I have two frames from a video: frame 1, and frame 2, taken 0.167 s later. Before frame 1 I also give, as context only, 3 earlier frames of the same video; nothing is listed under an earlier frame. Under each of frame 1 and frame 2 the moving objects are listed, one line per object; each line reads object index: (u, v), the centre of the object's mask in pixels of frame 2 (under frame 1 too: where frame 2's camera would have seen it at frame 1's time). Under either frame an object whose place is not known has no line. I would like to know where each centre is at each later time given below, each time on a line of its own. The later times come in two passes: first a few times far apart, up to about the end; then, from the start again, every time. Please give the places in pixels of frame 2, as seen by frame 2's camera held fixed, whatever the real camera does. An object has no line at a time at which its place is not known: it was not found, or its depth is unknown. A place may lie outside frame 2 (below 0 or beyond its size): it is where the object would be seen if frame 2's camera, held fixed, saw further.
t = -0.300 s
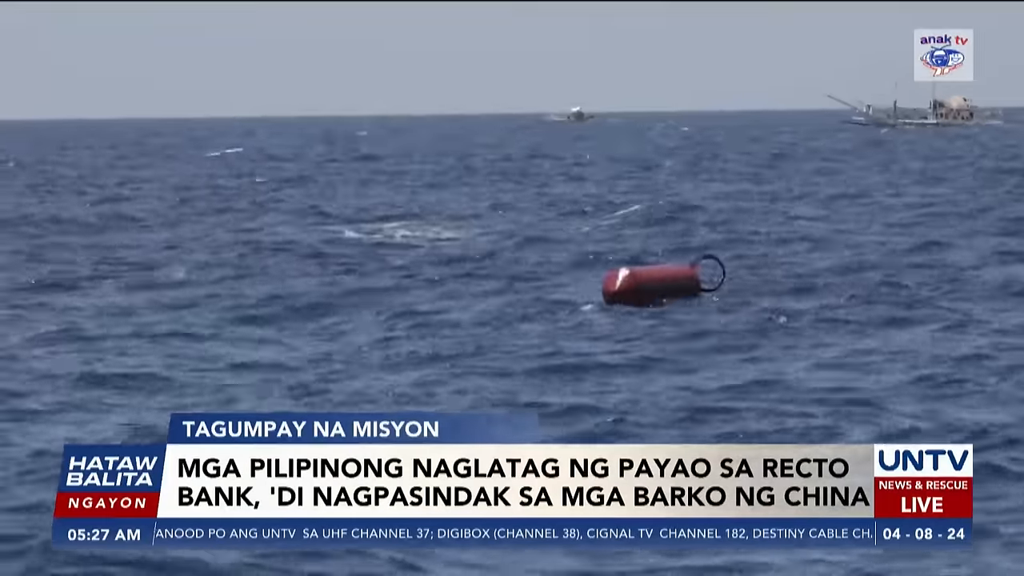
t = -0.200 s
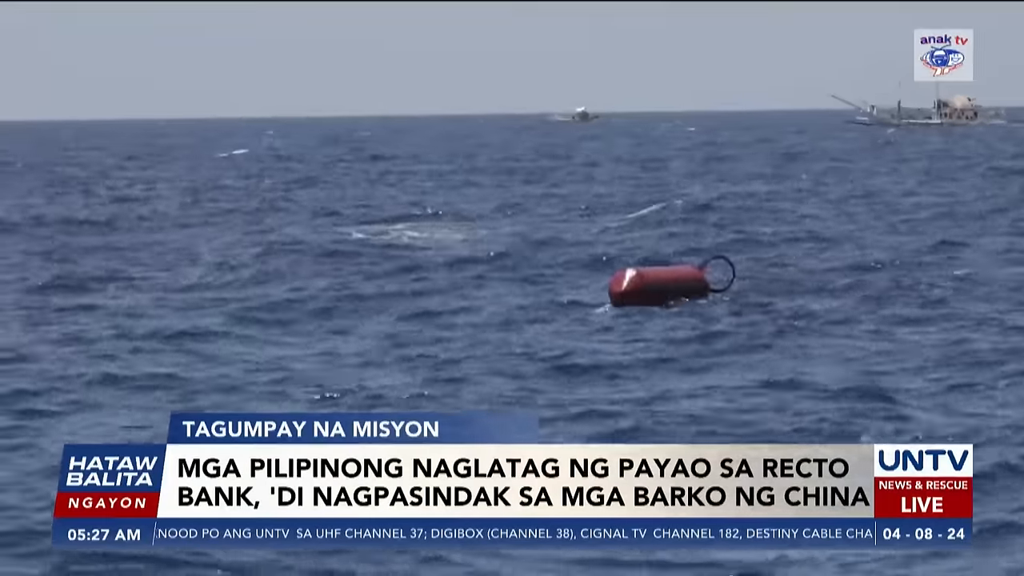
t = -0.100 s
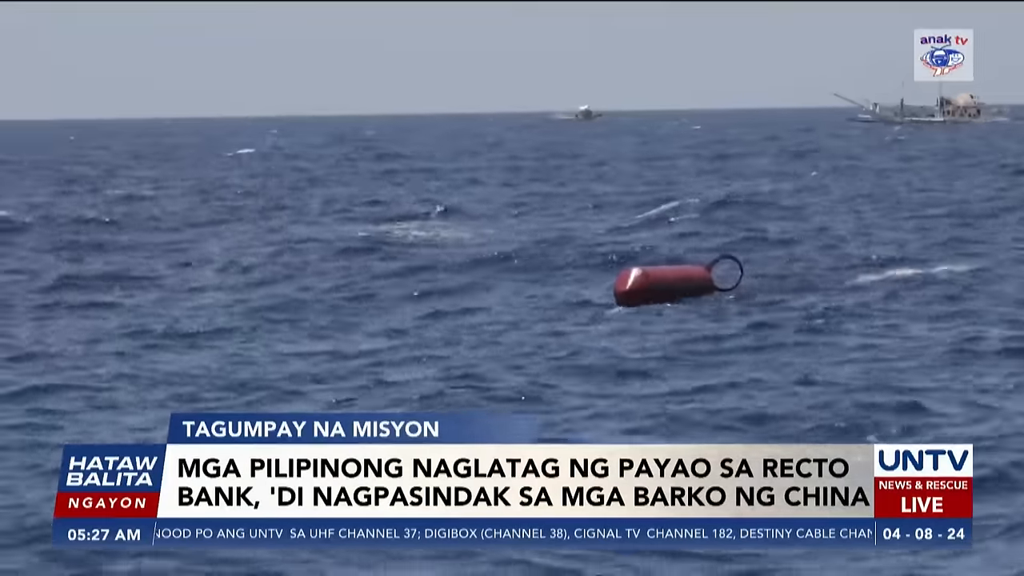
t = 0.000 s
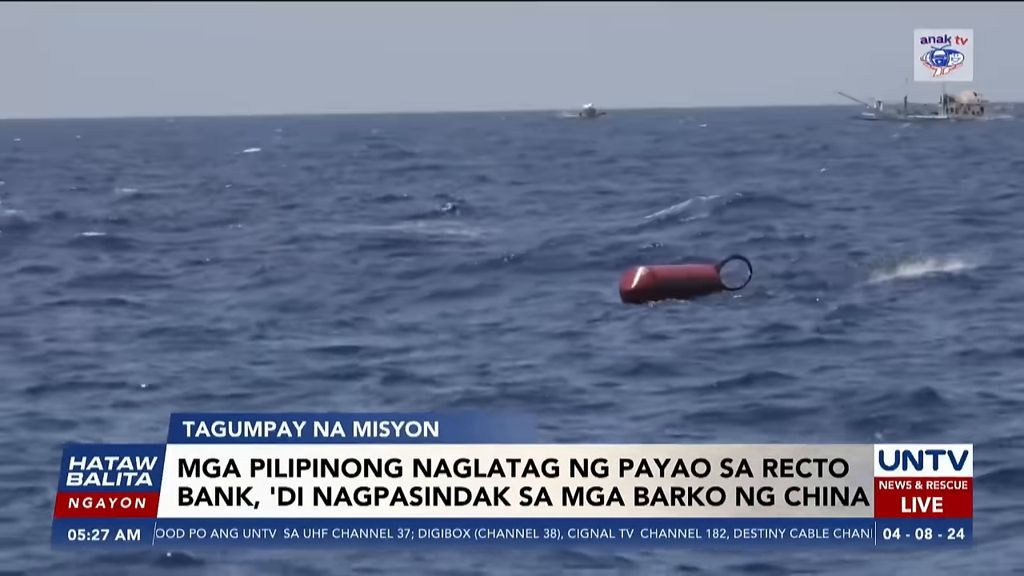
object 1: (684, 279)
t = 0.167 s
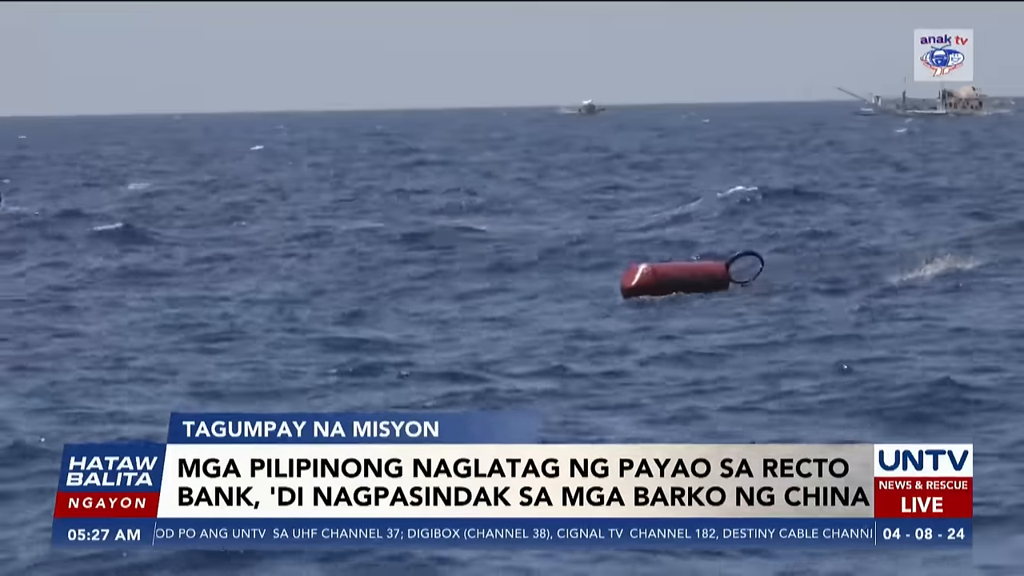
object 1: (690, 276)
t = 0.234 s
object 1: (685, 273)
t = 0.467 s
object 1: (686, 270)
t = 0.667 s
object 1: (702, 263)
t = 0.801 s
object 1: (705, 252)
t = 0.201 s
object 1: (688, 274)
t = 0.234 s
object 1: (685, 273)
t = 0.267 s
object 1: (682, 271)
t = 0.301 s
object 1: (681, 271)
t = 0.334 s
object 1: (681, 270)
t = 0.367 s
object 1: (682, 269)
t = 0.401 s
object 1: (683, 269)
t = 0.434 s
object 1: (685, 269)
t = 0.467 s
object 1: (686, 270)
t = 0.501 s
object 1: (688, 271)
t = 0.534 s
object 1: (692, 271)
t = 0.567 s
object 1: (695, 269)
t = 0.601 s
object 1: (698, 267)
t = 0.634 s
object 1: (699, 265)
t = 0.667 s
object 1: (702, 263)
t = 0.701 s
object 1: (705, 261)
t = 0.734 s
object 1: (708, 257)
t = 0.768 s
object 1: (711, 254)
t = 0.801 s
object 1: (705, 252)
